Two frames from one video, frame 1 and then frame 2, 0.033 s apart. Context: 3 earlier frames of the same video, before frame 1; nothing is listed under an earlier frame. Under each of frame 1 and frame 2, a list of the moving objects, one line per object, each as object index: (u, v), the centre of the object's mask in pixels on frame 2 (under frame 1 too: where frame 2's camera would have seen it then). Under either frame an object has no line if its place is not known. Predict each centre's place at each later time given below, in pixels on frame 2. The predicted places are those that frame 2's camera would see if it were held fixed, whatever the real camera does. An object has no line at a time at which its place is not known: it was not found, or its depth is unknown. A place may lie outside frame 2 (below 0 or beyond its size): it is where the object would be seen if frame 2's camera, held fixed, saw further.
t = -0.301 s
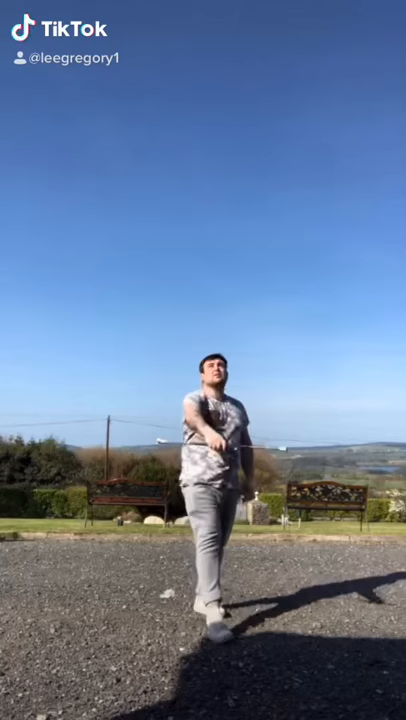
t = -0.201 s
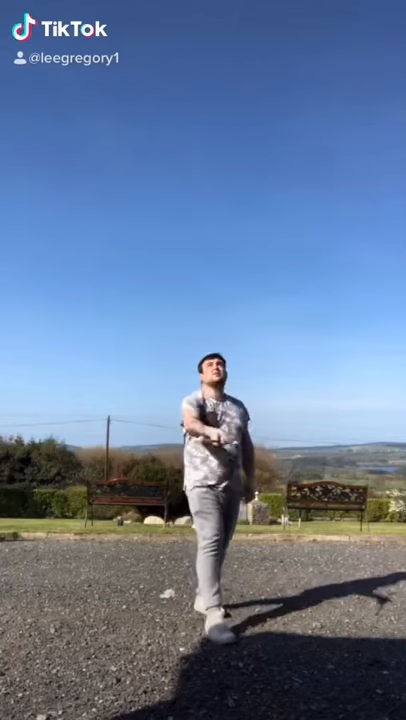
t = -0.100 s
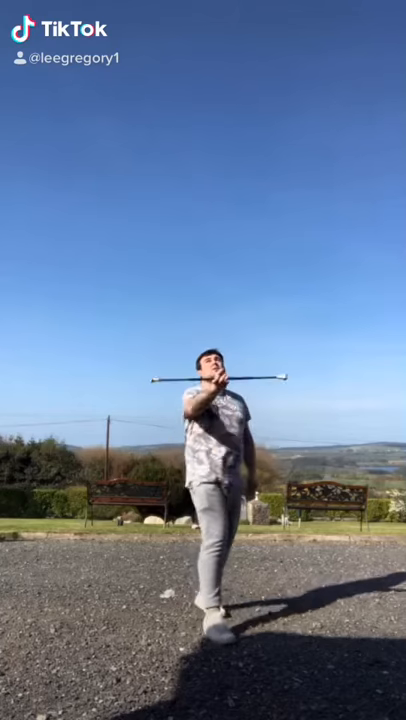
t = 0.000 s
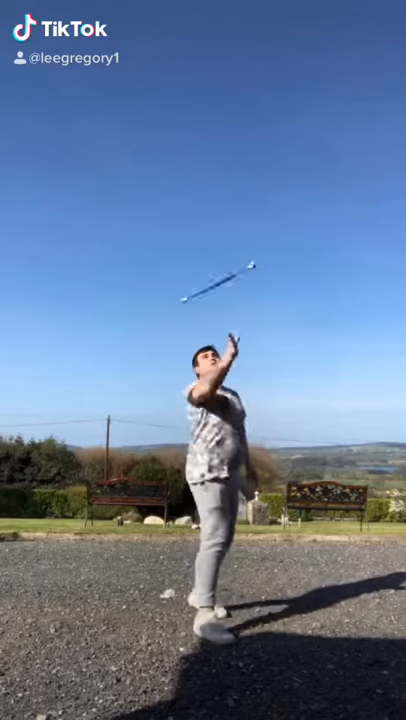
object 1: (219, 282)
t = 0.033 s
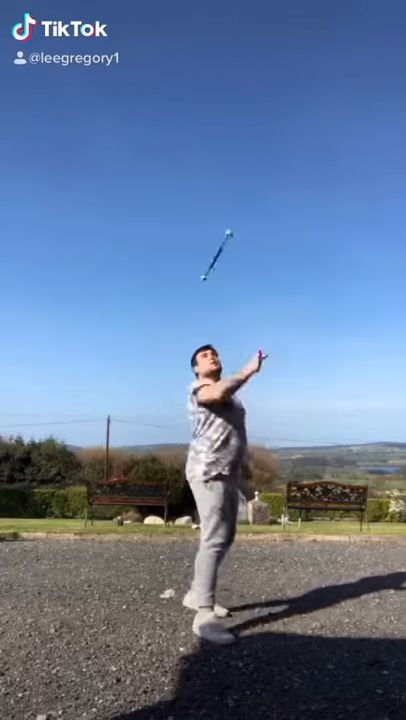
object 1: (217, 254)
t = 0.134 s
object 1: (210, 190)
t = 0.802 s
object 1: (189, 167)
